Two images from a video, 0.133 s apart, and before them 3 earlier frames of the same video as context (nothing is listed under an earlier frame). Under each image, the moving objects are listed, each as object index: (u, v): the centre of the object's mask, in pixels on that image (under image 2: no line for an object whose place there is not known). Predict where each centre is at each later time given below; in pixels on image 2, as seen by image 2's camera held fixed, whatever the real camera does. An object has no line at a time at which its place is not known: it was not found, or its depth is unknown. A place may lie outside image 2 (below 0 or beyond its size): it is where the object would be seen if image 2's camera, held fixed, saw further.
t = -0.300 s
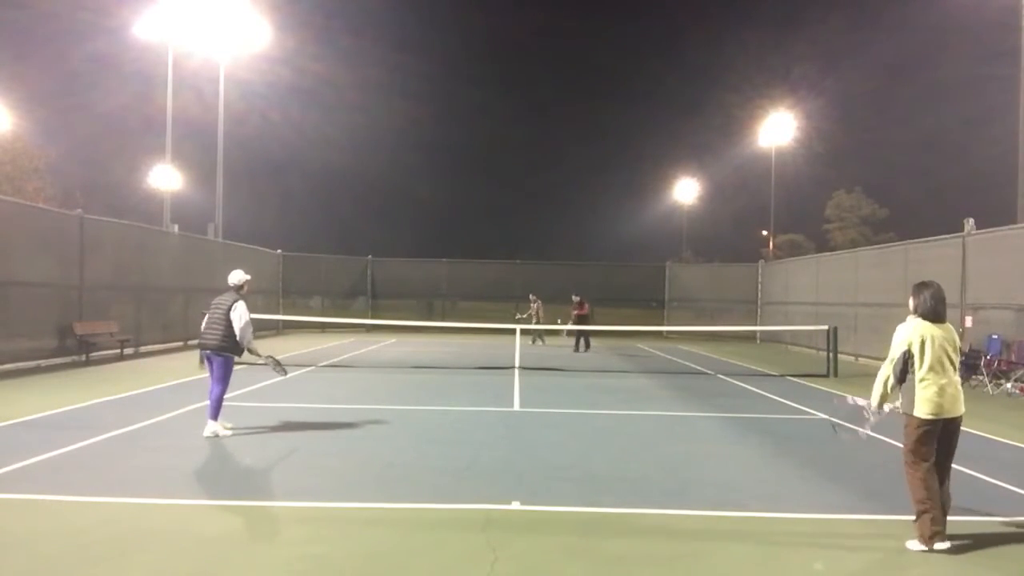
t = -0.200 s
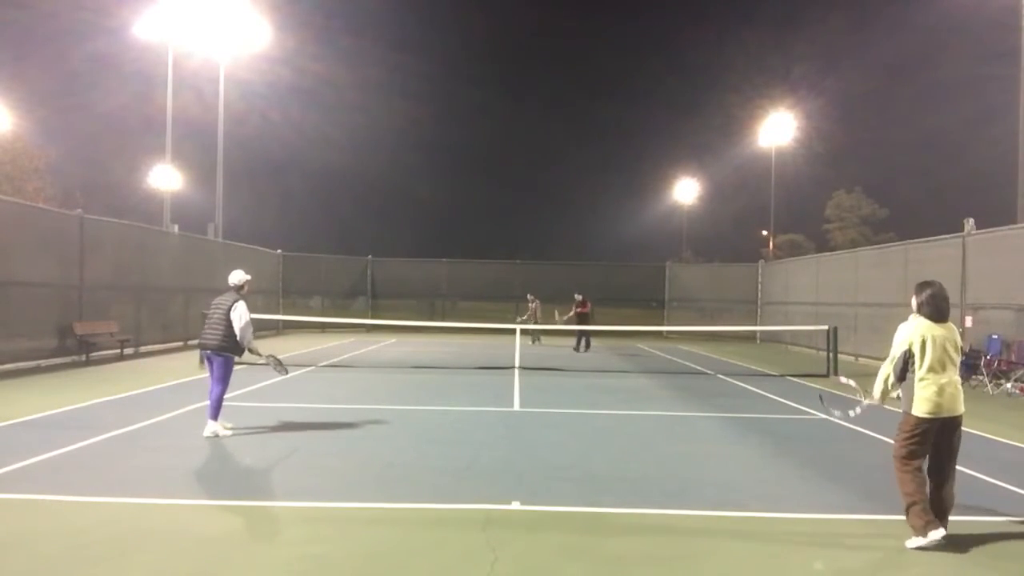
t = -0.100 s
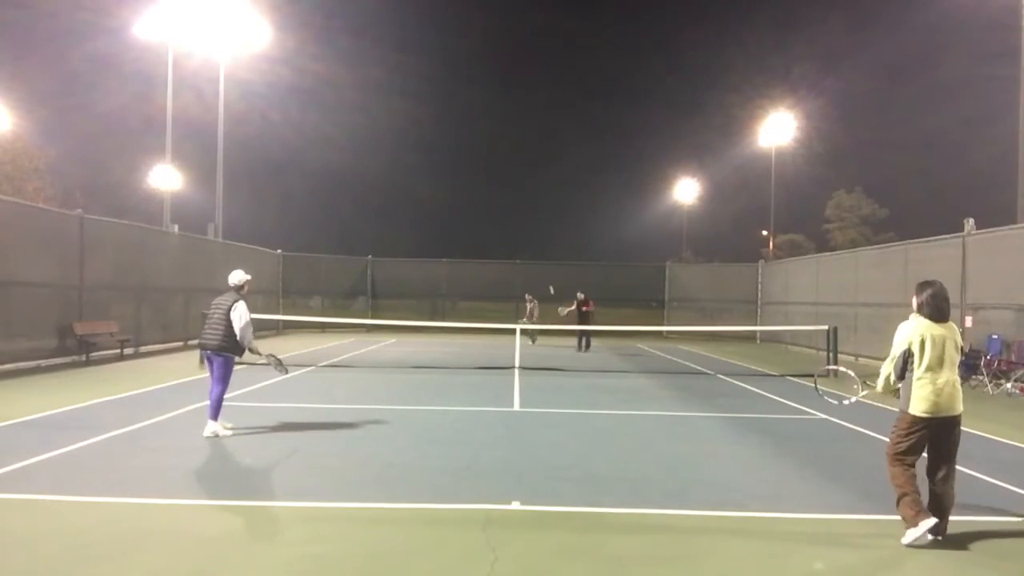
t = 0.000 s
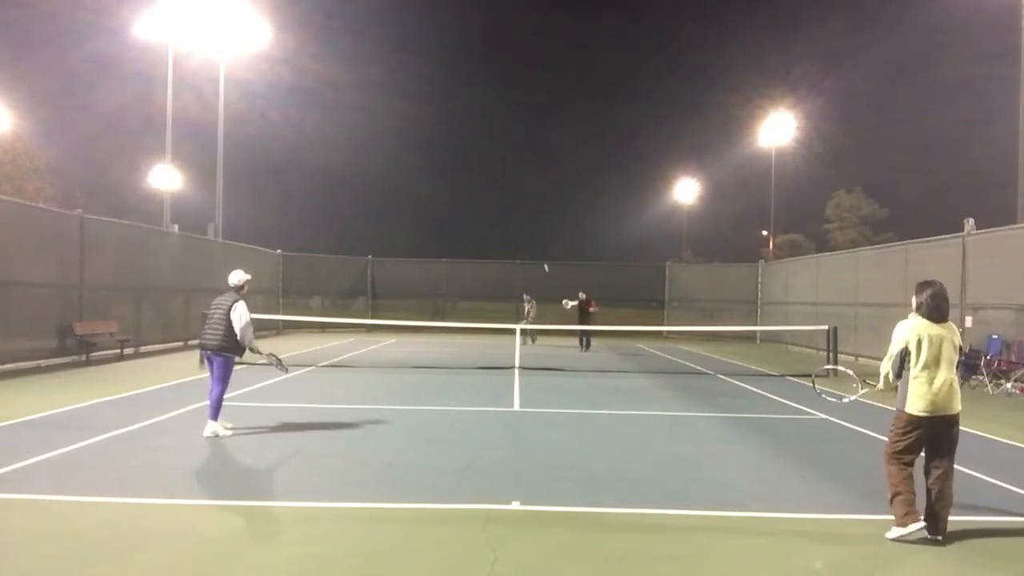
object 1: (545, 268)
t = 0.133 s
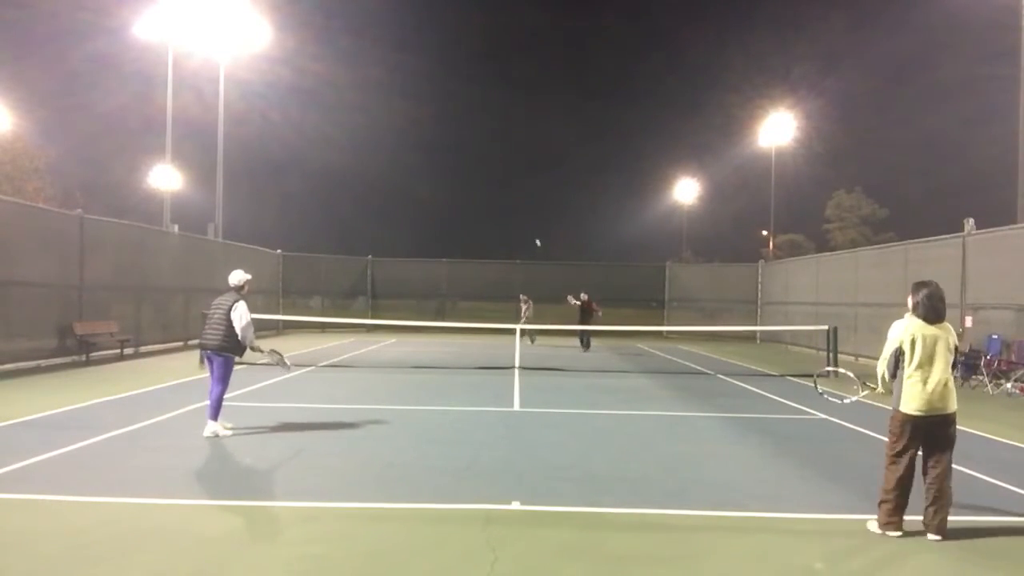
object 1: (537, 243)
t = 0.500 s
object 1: (509, 207)
